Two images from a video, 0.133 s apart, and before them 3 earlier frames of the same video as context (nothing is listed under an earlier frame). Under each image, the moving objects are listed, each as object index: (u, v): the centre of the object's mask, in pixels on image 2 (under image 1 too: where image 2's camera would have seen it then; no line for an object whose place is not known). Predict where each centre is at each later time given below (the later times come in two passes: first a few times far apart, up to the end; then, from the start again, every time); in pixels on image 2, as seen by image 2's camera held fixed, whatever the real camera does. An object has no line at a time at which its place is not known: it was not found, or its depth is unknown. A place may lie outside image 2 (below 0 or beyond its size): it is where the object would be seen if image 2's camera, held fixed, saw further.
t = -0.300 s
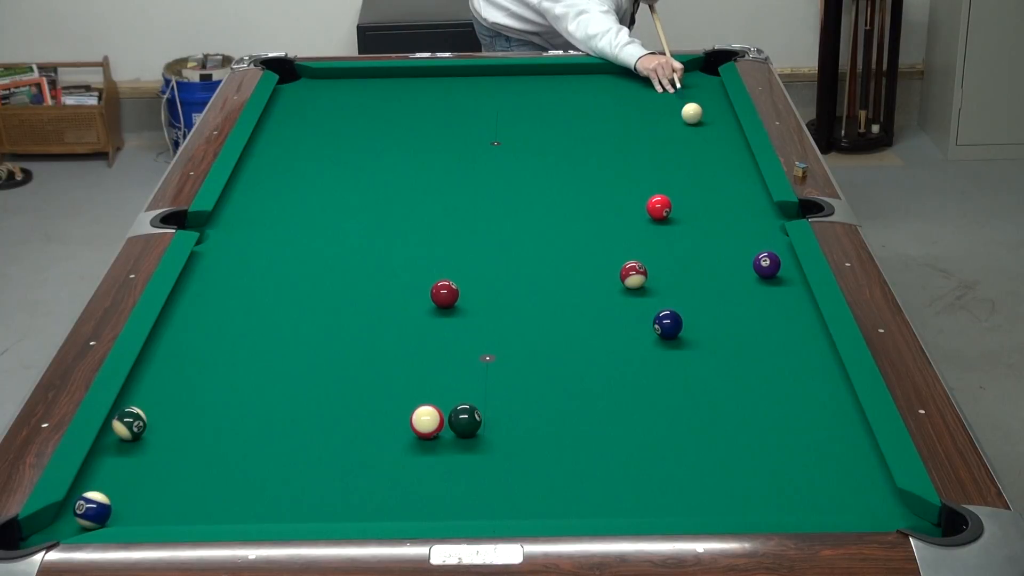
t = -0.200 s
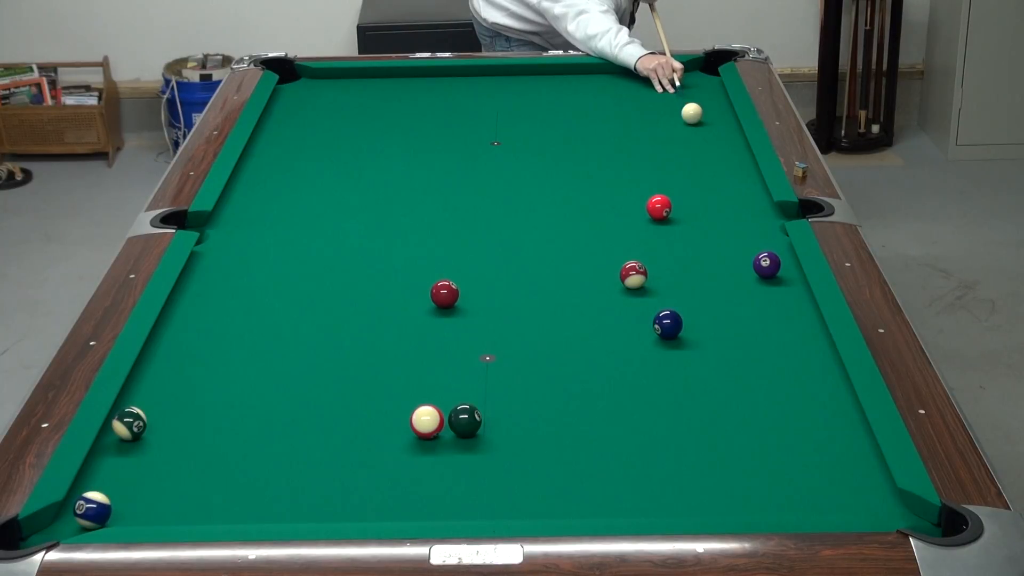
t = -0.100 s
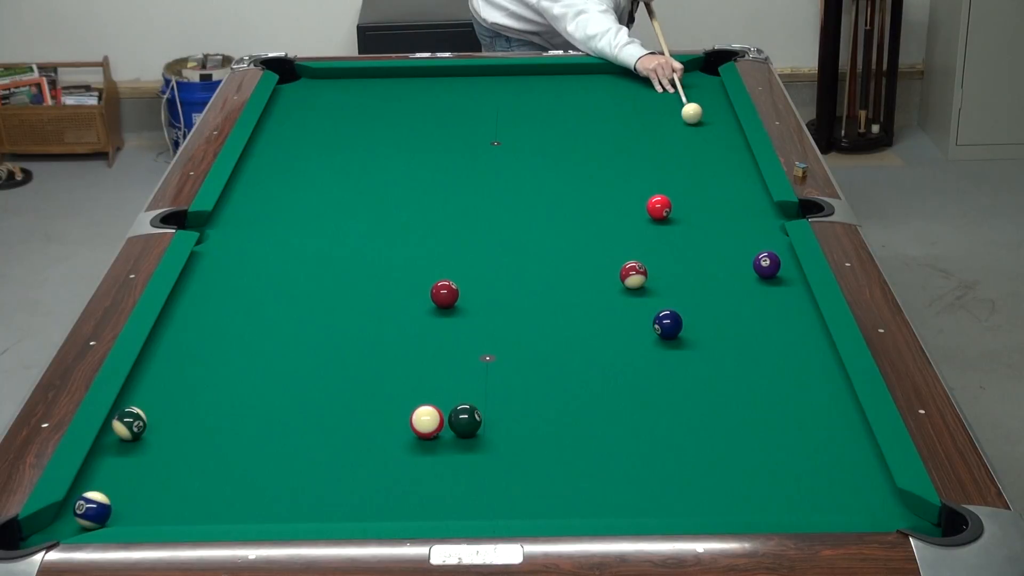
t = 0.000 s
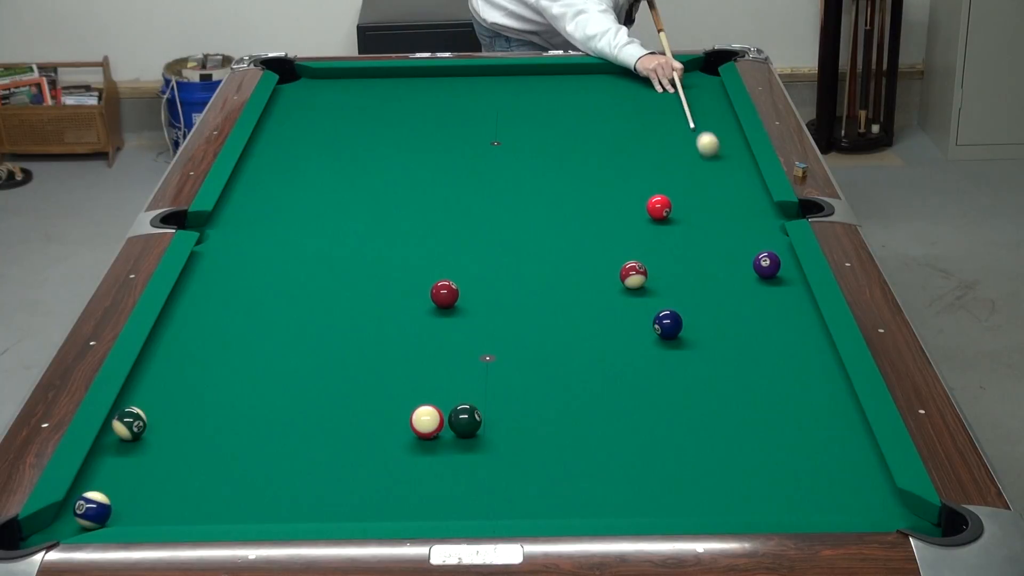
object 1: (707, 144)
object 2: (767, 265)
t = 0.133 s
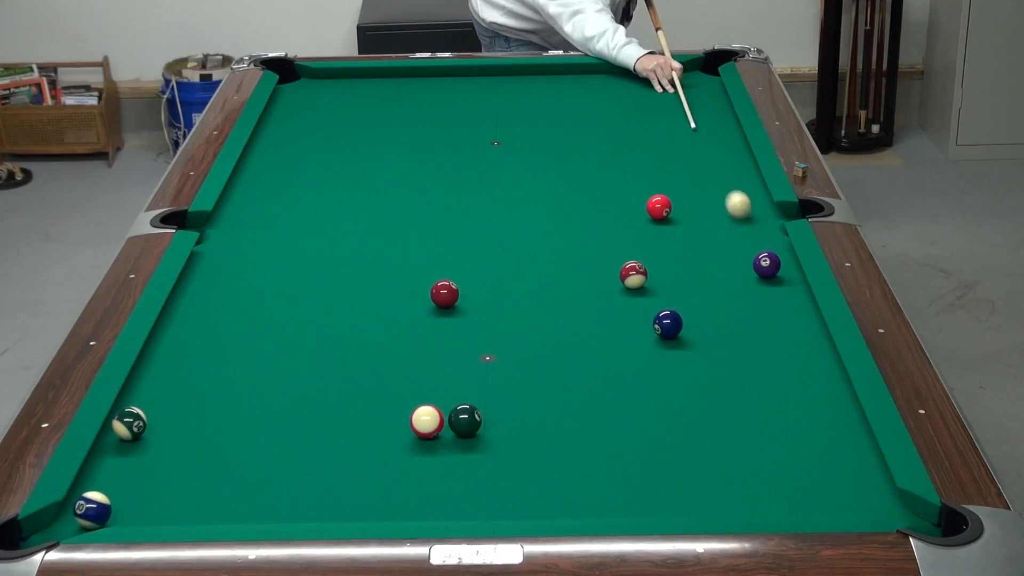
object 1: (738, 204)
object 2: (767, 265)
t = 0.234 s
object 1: (761, 248)
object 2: (767, 267)
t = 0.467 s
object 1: (768, 247)
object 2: (823, 404)
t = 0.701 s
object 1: (770, 238)
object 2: (917, 516)
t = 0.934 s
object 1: (772, 230)
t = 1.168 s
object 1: (767, 225)
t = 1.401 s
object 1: (762, 219)
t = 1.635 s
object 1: (759, 215)
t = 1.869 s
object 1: (757, 212)
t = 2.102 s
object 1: (755, 209)
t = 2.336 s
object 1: (752, 207)
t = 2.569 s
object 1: (751, 206)
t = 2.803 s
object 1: (750, 206)
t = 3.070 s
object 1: (750, 206)
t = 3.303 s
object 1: (750, 206)
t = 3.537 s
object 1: (750, 206)
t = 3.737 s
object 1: (750, 206)
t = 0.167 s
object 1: (746, 221)
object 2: (767, 264)
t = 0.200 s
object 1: (754, 237)
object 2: (767, 264)
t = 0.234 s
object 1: (761, 248)
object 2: (767, 267)
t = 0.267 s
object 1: (764, 254)
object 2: (775, 284)
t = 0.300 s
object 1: (766, 253)
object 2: (782, 303)
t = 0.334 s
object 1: (766, 253)
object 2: (790, 322)
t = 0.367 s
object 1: (767, 251)
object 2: (798, 341)
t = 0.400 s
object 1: (767, 250)
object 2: (806, 362)
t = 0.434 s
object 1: (767, 249)
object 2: (814, 382)
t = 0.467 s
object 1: (768, 247)
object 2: (823, 404)
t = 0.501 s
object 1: (768, 246)
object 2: (832, 425)
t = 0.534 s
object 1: (768, 245)
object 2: (841, 446)
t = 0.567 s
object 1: (768, 243)
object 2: (850, 469)
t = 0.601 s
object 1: (769, 242)
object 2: (859, 492)
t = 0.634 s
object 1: (769, 241)
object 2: (870, 509)
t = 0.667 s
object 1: (769, 240)
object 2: (897, 514)
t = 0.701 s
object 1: (770, 238)
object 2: (917, 516)
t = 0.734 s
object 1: (770, 237)
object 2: (920, 526)
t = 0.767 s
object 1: (770, 236)
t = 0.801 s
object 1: (771, 235)
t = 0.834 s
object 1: (771, 234)
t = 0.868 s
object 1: (772, 233)
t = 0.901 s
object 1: (772, 231)
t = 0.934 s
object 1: (772, 230)
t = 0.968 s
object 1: (771, 230)
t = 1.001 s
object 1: (770, 229)
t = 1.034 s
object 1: (770, 228)
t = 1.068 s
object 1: (769, 227)
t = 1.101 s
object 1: (768, 226)
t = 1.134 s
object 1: (768, 225)
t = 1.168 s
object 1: (767, 225)
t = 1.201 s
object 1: (766, 224)
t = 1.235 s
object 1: (765, 223)
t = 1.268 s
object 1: (765, 222)
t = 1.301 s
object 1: (764, 222)
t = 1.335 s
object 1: (763, 221)
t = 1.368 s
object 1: (763, 220)
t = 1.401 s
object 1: (762, 219)
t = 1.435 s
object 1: (762, 219)
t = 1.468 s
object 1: (761, 218)
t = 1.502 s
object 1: (761, 218)
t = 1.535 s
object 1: (760, 217)
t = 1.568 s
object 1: (760, 216)
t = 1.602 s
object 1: (760, 216)
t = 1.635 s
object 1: (759, 215)
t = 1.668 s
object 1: (759, 215)
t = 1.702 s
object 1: (759, 214)
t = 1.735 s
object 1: (759, 214)
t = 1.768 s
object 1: (758, 213)
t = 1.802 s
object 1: (758, 213)
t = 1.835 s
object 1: (757, 212)
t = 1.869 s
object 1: (757, 212)
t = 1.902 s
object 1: (757, 211)
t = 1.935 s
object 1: (756, 211)
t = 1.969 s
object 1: (756, 211)
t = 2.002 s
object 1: (756, 210)
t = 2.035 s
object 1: (755, 210)
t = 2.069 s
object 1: (755, 209)
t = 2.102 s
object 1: (755, 209)
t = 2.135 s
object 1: (754, 209)
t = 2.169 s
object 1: (754, 209)
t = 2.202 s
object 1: (753, 208)
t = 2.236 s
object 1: (753, 208)
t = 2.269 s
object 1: (753, 208)
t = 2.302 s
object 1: (753, 207)
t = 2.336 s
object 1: (752, 207)
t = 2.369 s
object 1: (752, 207)
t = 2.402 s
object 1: (752, 207)
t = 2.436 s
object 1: (752, 207)
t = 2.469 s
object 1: (751, 206)
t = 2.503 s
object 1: (751, 206)
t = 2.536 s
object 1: (751, 206)
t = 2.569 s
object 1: (751, 206)
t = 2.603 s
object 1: (750, 206)
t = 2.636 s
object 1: (750, 206)
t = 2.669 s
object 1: (750, 206)
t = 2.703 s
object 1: (750, 206)
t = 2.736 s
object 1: (750, 206)
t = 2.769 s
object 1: (750, 206)
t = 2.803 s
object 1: (750, 206)
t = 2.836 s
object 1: (750, 205)
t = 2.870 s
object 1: (750, 205)
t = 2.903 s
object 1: (750, 205)
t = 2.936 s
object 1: (750, 206)
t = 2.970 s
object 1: (750, 206)
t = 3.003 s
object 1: (750, 206)
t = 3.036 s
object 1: (750, 206)
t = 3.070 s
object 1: (750, 206)
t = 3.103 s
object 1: (750, 206)
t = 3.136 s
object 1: (750, 206)
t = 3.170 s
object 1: (750, 206)
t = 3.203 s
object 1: (750, 206)
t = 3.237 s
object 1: (750, 206)
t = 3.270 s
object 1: (750, 206)
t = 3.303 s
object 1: (750, 206)
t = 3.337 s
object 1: (750, 206)
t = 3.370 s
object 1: (750, 206)
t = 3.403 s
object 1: (750, 206)
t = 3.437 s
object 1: (750, 206)
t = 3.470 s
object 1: (750, 206)
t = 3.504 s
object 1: (750, 206)
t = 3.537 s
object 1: (750, 206)
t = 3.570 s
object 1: (750, 206)
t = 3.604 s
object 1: (750, 206)
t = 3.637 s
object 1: (750, 206)
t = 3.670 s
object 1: (750, 206)
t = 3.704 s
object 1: (750, 206)
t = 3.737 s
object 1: (750, 206)
